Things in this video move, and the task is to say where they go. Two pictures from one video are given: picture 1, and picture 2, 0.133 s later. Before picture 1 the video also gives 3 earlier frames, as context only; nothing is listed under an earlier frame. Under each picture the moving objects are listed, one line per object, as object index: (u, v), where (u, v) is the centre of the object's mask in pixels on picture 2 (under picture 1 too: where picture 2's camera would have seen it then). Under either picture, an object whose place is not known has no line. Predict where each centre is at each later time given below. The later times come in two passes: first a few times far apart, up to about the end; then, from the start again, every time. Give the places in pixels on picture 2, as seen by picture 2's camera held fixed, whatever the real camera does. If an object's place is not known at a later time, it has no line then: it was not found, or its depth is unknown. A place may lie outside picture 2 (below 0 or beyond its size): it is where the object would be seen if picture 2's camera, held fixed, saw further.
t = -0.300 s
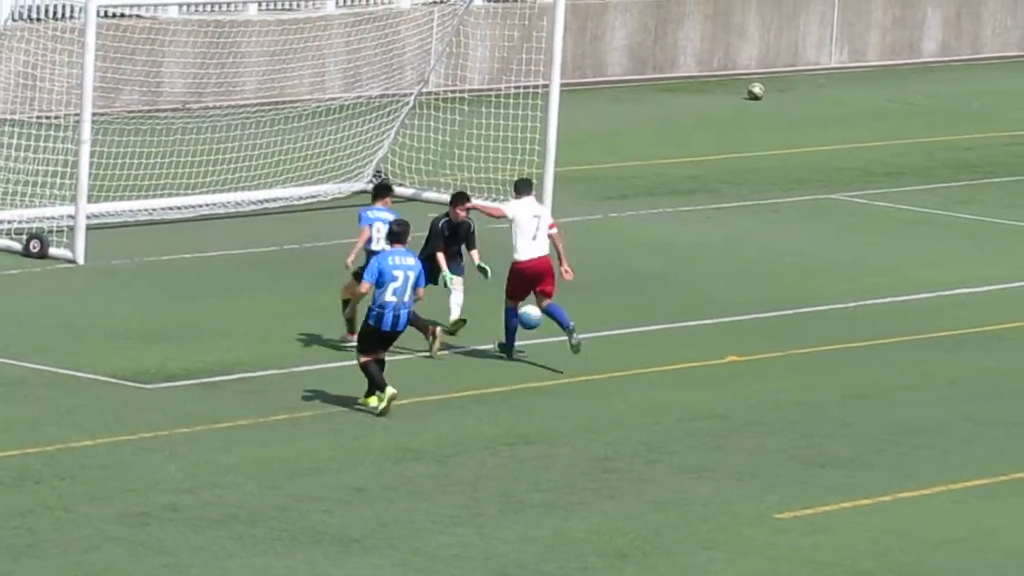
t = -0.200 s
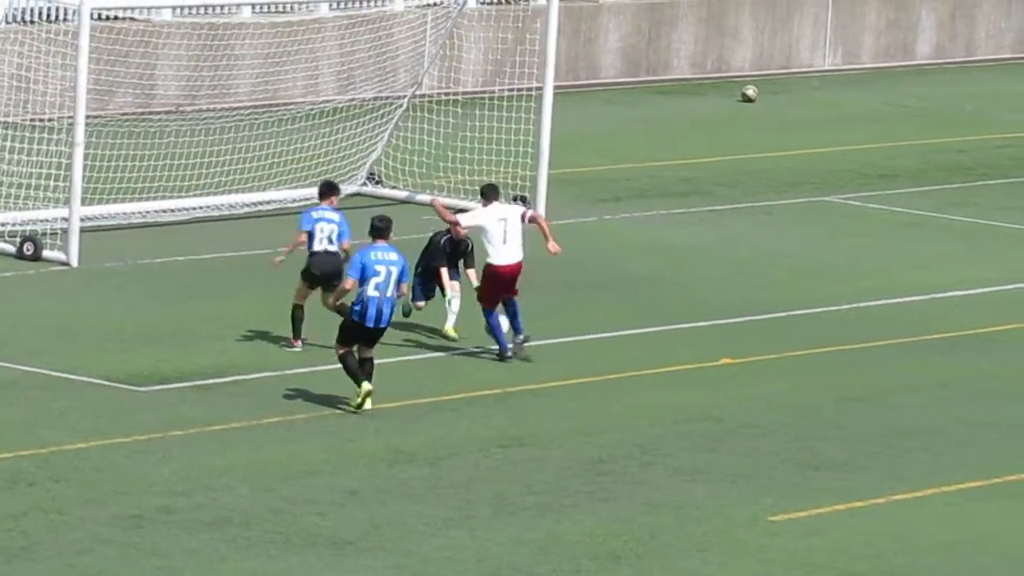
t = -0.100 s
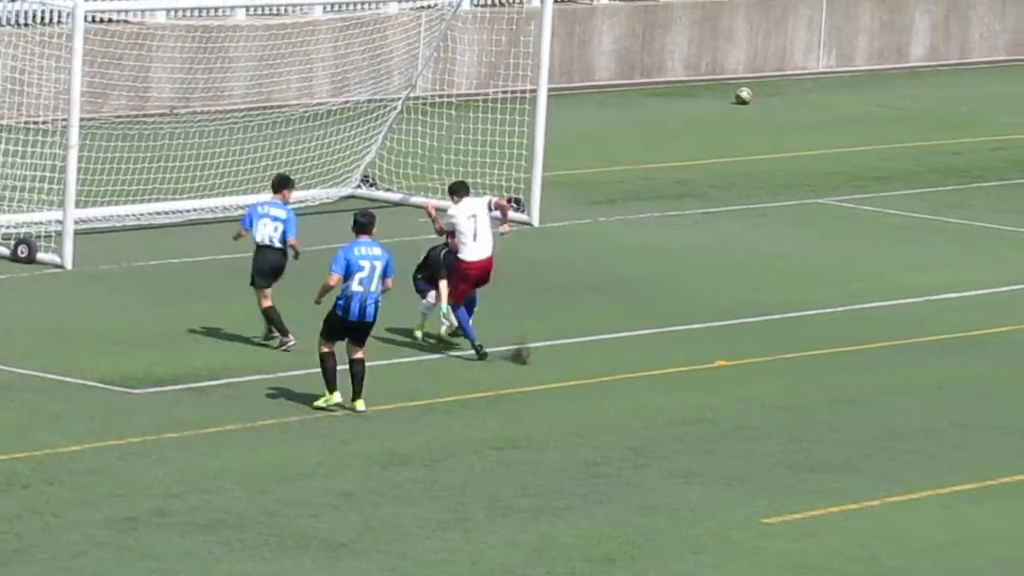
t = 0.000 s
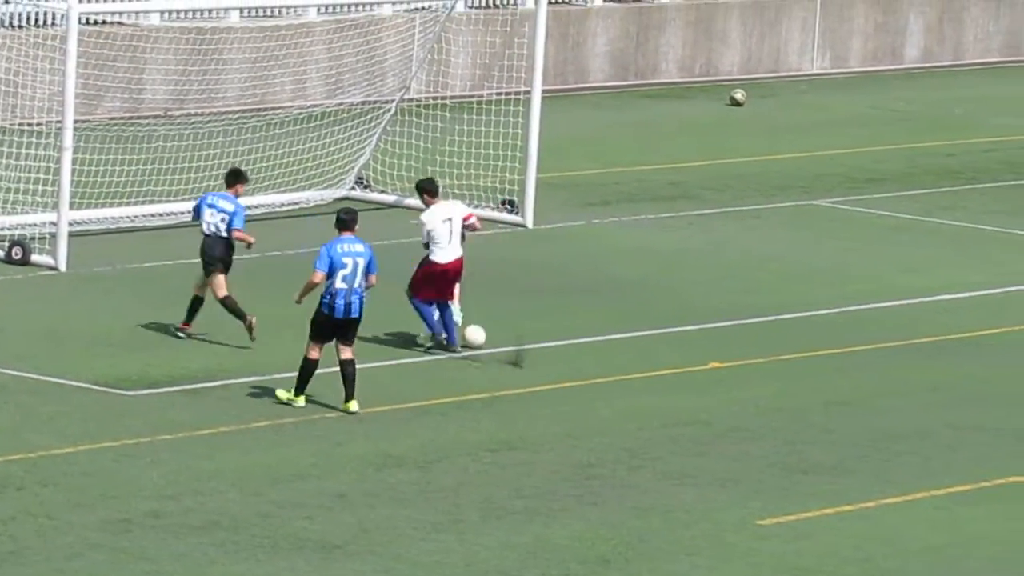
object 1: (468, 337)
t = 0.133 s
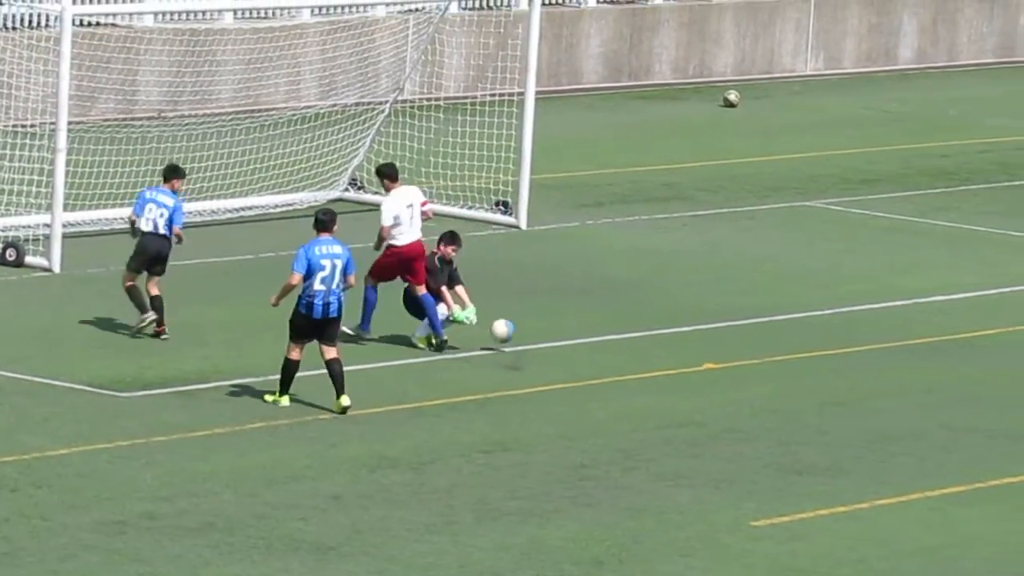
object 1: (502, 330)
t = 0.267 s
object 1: (535, 342)
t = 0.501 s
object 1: (593, 346)
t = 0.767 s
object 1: (656, 353)
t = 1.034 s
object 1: (713, 358)
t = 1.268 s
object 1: (760, 362)
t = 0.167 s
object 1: (511, 332)
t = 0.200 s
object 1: (519, 334)
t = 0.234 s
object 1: (527, 338)
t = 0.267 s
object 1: (535, 342)
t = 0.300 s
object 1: (544, 341)
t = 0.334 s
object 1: (552, 340)
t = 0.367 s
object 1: (560, 340)
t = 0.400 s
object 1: (568, 342)
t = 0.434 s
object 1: (576, 344)
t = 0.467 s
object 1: (584, 347)
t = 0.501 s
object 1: (593, 346)
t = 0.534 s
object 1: (601, 346)
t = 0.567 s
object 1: (610, 347)
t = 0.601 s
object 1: (617, 349)
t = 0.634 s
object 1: (625, 351)
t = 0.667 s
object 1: (633, 351)
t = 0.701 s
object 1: (641, 352)
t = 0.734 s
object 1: (647, 353)
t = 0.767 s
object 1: (656, 353)
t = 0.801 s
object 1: (663, 354)
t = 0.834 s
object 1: (670, 355)
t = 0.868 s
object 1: (677, 355)
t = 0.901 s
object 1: (685, 356)
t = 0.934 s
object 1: (692, 357)
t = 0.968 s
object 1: (699, 357)
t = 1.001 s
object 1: (705, 357)
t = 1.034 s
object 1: (713, 358)
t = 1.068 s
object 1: (720, 359)
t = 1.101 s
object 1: (727, 359)
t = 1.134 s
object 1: (733, 360)
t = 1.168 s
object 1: (740, 360)
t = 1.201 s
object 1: (747, 361)
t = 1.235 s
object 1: (754, 362)
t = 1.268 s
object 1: (760, 362)
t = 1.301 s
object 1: (767, 362)
